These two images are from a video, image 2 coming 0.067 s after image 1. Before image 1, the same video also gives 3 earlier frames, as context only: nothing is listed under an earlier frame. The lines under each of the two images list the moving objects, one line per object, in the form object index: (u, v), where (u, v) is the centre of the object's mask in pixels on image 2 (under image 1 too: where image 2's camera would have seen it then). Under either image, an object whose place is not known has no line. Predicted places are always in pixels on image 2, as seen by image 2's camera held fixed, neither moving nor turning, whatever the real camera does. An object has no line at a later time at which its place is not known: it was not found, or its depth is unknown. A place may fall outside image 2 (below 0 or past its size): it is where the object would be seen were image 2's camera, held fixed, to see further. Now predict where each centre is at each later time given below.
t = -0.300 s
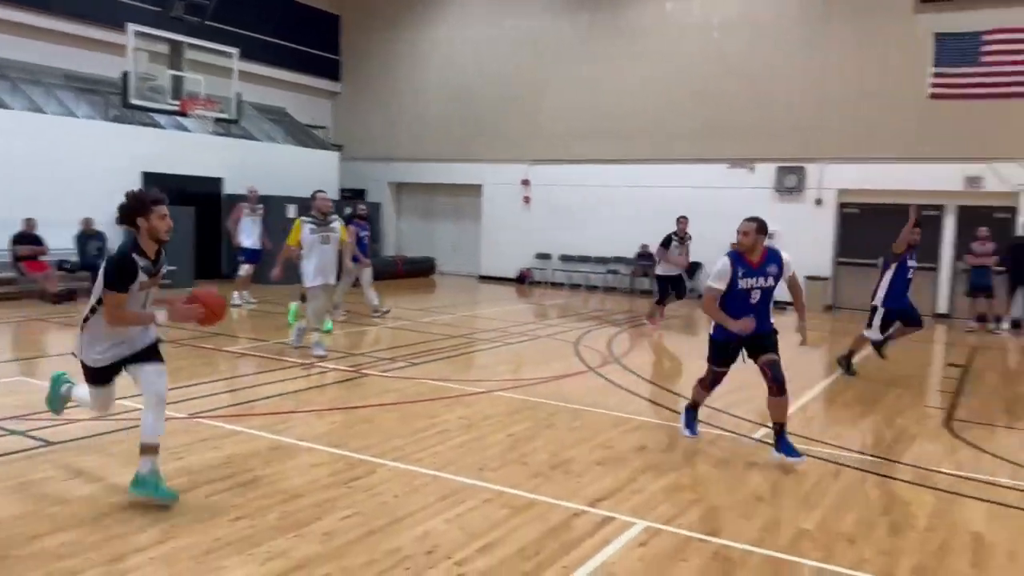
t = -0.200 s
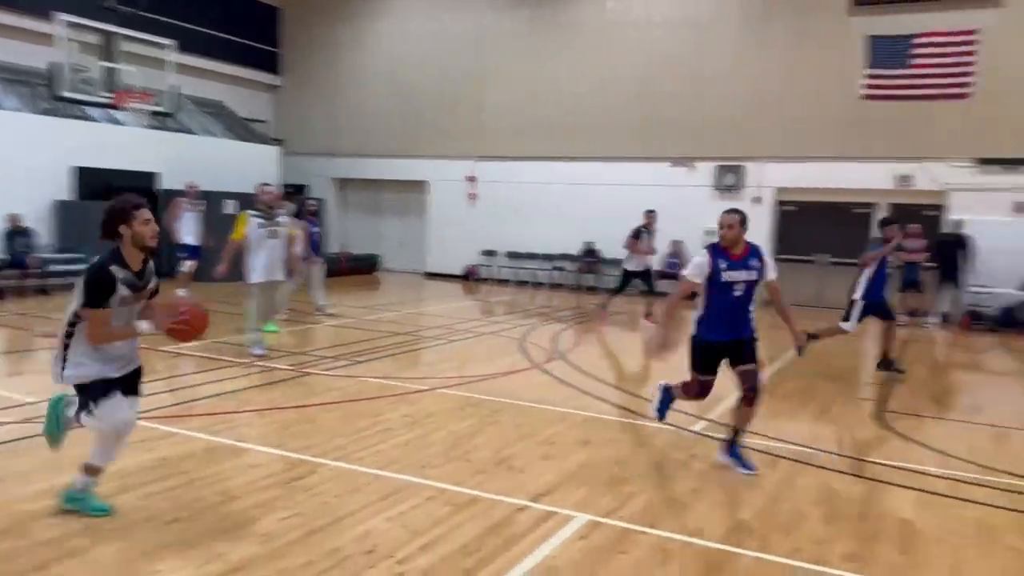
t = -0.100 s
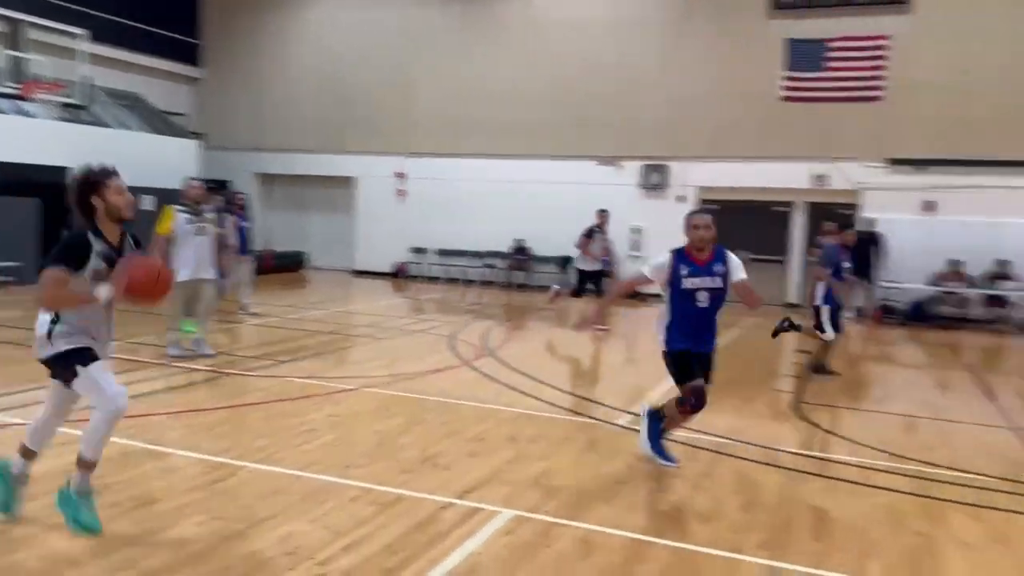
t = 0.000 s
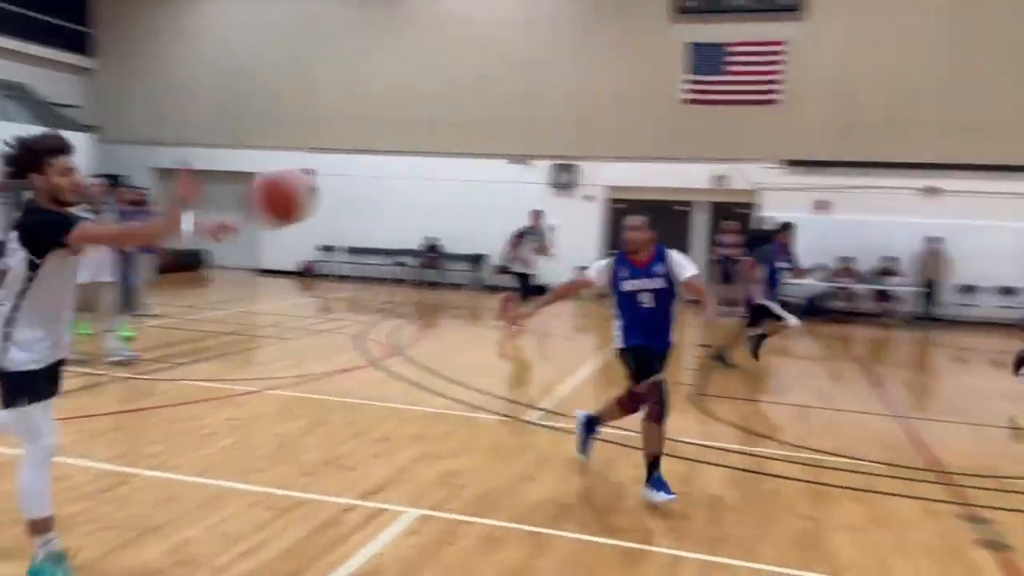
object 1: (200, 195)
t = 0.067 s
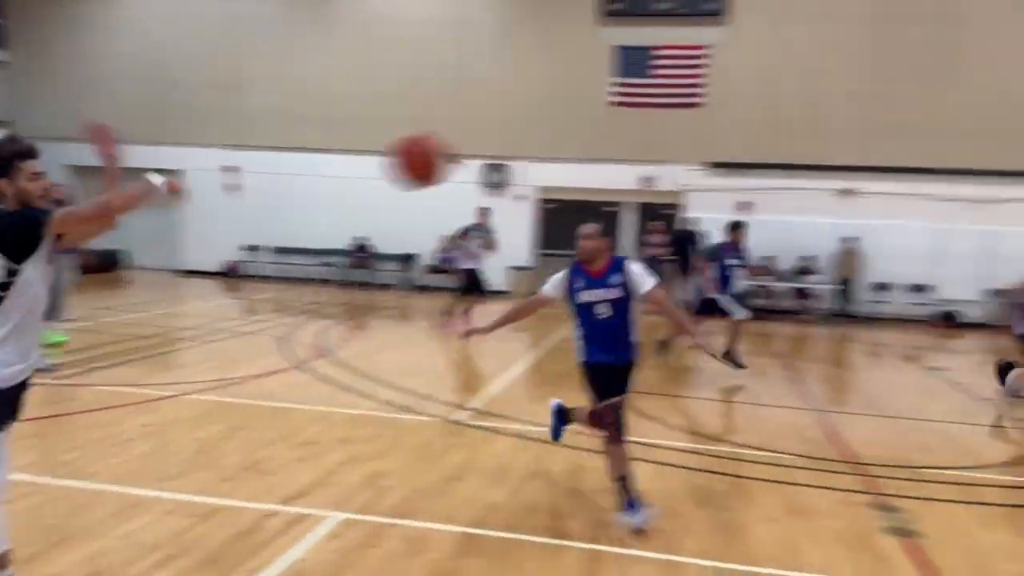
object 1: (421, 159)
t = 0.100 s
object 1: (526, 143)
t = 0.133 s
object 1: (625, 132)
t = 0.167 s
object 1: (728, 122)
